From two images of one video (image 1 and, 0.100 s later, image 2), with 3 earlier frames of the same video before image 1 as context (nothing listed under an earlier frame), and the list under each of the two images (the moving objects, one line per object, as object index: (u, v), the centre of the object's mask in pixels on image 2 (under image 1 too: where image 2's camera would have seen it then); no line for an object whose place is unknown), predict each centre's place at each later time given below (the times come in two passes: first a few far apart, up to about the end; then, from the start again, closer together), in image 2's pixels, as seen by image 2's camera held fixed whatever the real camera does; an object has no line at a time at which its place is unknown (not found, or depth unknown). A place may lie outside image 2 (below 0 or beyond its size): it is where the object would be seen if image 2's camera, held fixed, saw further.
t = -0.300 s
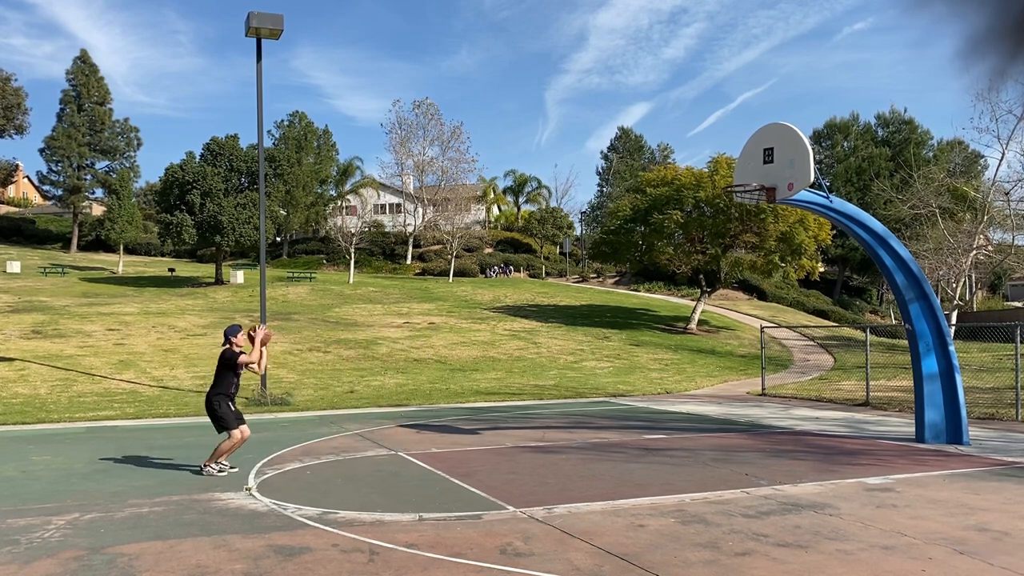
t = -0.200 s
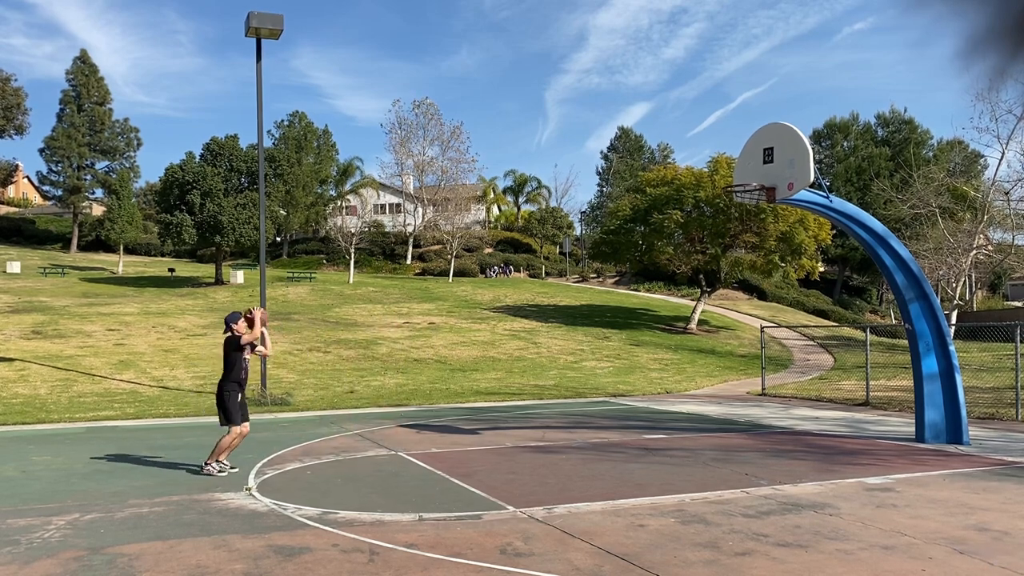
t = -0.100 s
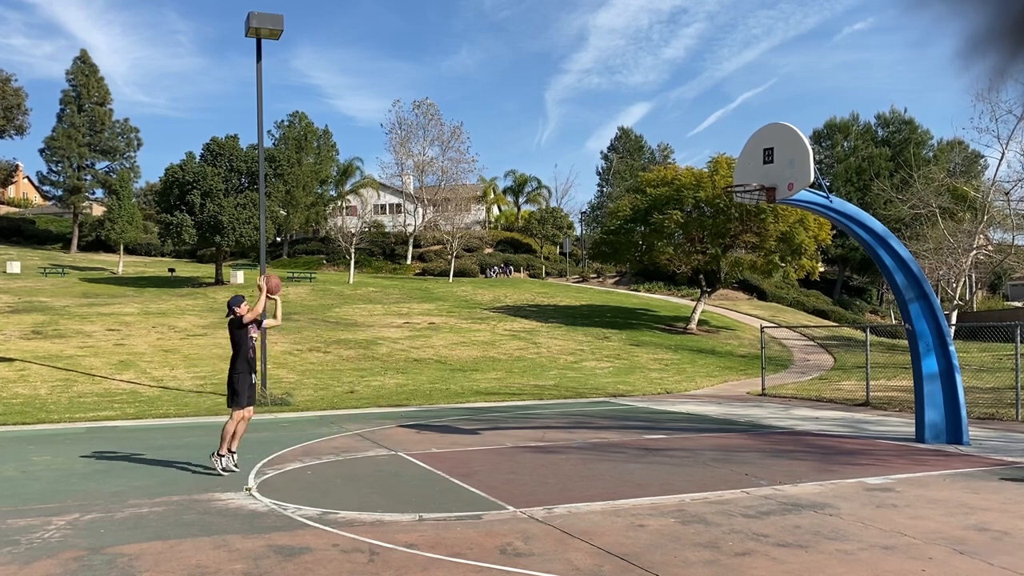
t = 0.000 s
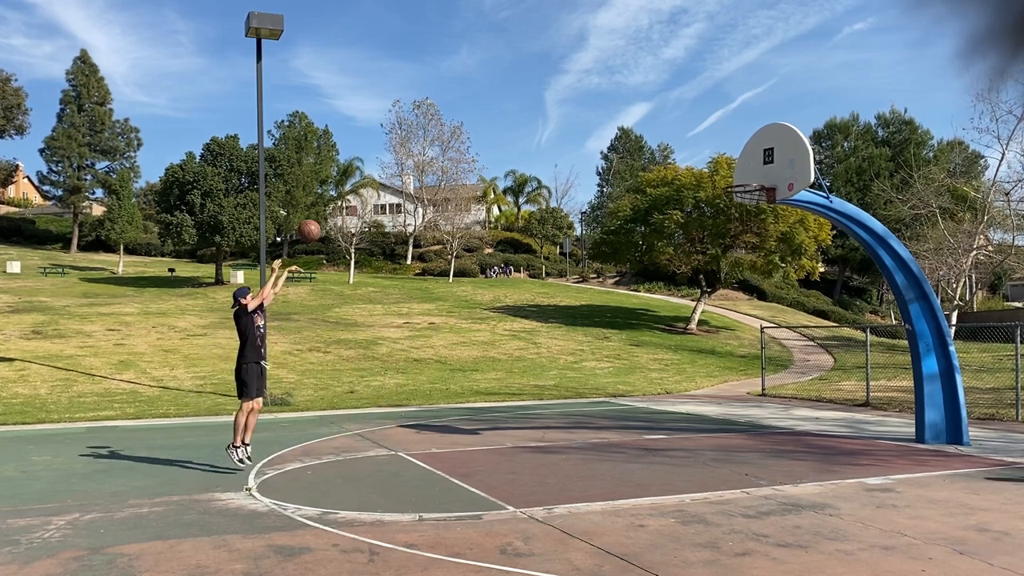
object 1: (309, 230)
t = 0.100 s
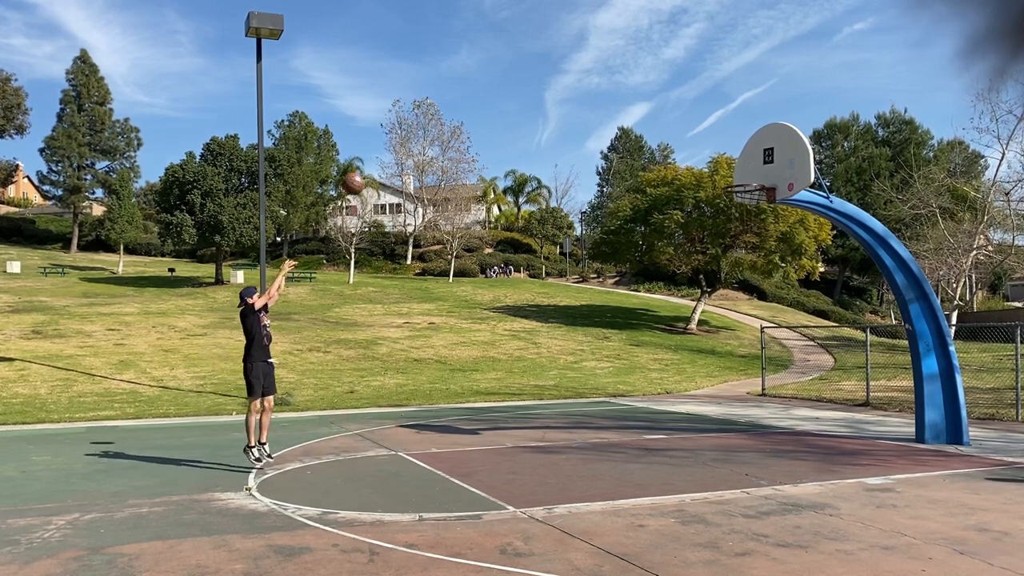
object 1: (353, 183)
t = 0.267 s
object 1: (425, 127)
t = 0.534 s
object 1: (534, 93)
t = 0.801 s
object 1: (639, 120)
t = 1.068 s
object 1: (714, 164)
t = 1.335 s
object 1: (692, 123)
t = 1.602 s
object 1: (673, 139)
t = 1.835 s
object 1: (659, 199)
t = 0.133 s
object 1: (368, 170)
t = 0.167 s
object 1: (382, 158)
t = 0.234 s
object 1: (411, 137)
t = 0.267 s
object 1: (425, 127)
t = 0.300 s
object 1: (438, 120)
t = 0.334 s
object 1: (452, 113)
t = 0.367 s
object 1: (466, 107)
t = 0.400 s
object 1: (480, 102)
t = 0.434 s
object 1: (493, 98)
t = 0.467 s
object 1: (507, 95)
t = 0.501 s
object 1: (521, 94)
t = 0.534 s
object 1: (534, 93)
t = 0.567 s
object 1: (547, 93)
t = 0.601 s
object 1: (561, 94)
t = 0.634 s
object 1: (574, 96)
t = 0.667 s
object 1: (587, 99)
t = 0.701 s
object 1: (600, 103)
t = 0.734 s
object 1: (613, 107)
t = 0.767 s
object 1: (627, 113)
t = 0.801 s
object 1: (639, 120)
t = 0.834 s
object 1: (652, 128)
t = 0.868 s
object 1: (665, 136)
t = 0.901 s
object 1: (678, 146)
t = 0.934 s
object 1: (691, 156)
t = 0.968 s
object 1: (704, 167)
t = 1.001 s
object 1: (717, 179)
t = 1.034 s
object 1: (717, 174)
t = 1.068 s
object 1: (714, 164)
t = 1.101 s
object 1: (711, 156)
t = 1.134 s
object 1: (708, 148)
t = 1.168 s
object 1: (705, 141)
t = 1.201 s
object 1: (702, 136)
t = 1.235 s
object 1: (700, 131)
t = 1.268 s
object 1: (697, 127)
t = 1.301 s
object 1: (695, 124)
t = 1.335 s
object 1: (692, 123)
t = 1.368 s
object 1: (690, 121)
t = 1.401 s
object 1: (687, 121)
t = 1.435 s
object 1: (685, 122)
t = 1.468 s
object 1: (682, 124)
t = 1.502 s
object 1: (680, 126)
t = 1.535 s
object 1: (678, 129)
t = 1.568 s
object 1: (675, 134)
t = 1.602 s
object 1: (673, 139)
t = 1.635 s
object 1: (671, 145)
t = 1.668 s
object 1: (668, 152)
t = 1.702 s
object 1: (667, 159)
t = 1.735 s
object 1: (665, 168)
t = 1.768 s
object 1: (663, 177)
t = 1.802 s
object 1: (661, 188)
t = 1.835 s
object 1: (659, 199)
